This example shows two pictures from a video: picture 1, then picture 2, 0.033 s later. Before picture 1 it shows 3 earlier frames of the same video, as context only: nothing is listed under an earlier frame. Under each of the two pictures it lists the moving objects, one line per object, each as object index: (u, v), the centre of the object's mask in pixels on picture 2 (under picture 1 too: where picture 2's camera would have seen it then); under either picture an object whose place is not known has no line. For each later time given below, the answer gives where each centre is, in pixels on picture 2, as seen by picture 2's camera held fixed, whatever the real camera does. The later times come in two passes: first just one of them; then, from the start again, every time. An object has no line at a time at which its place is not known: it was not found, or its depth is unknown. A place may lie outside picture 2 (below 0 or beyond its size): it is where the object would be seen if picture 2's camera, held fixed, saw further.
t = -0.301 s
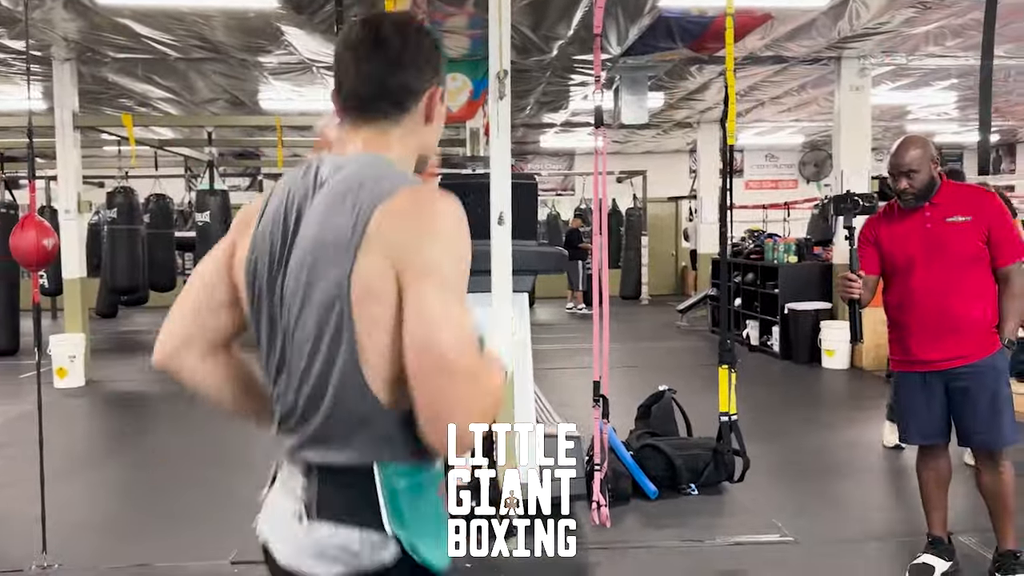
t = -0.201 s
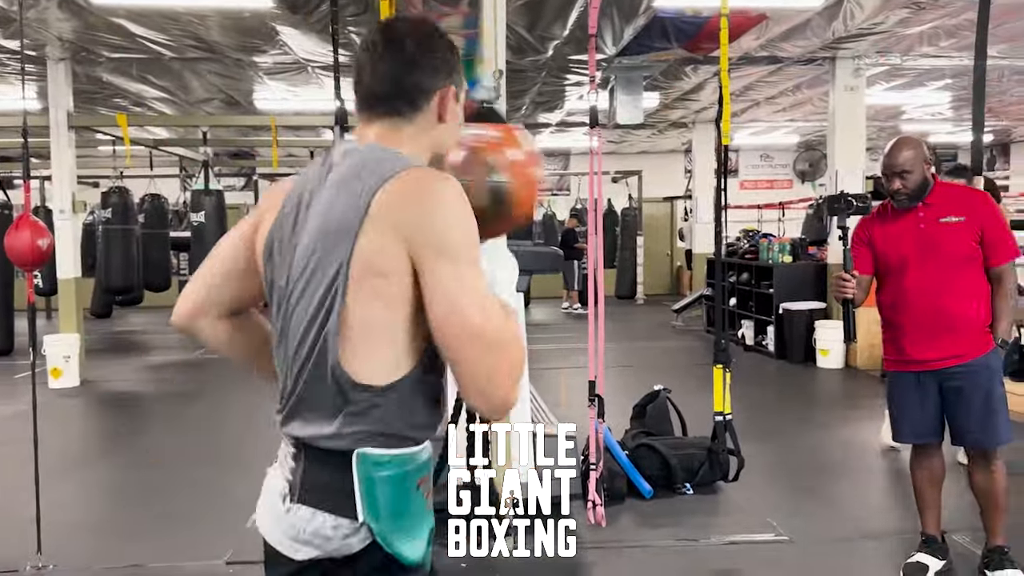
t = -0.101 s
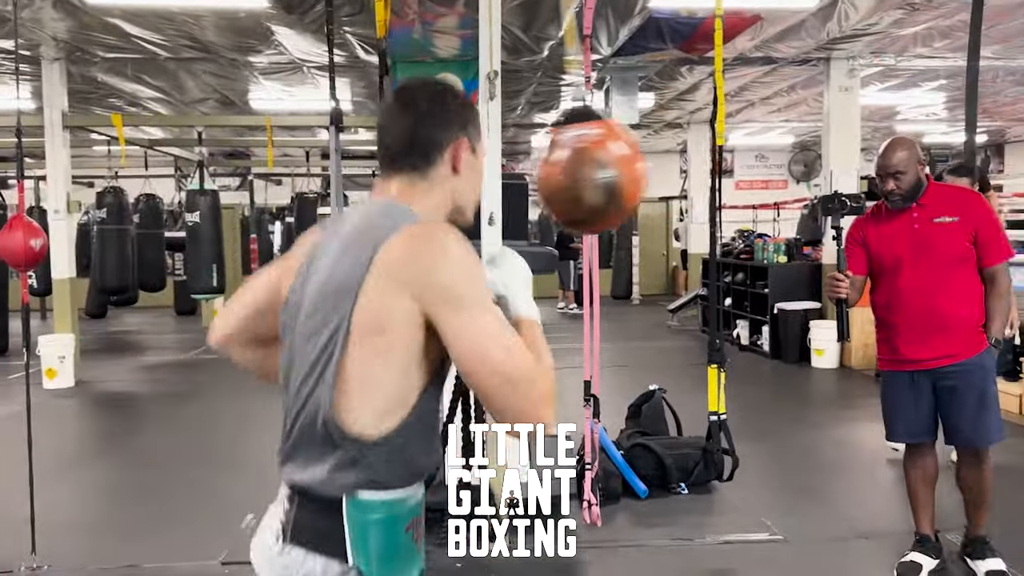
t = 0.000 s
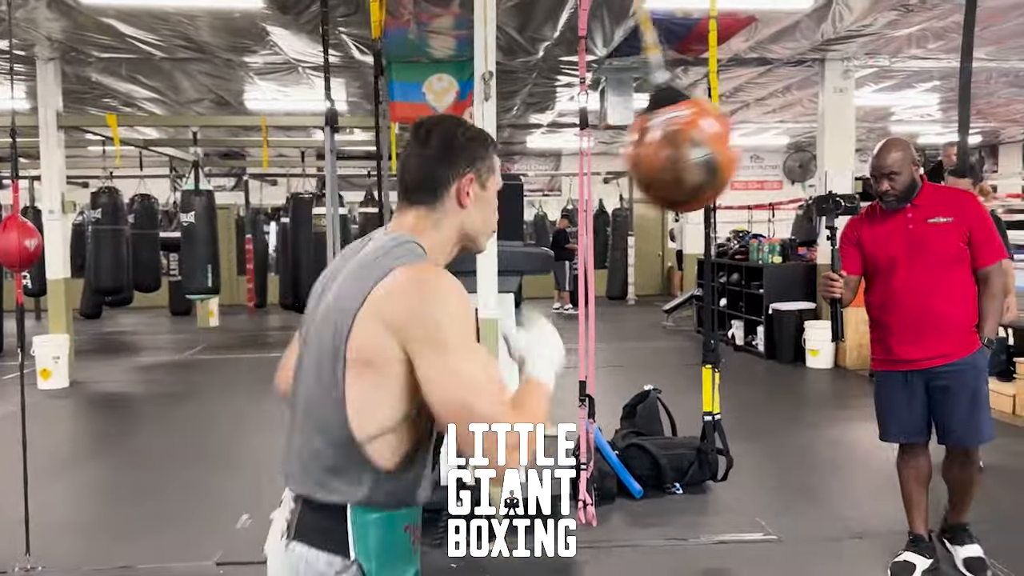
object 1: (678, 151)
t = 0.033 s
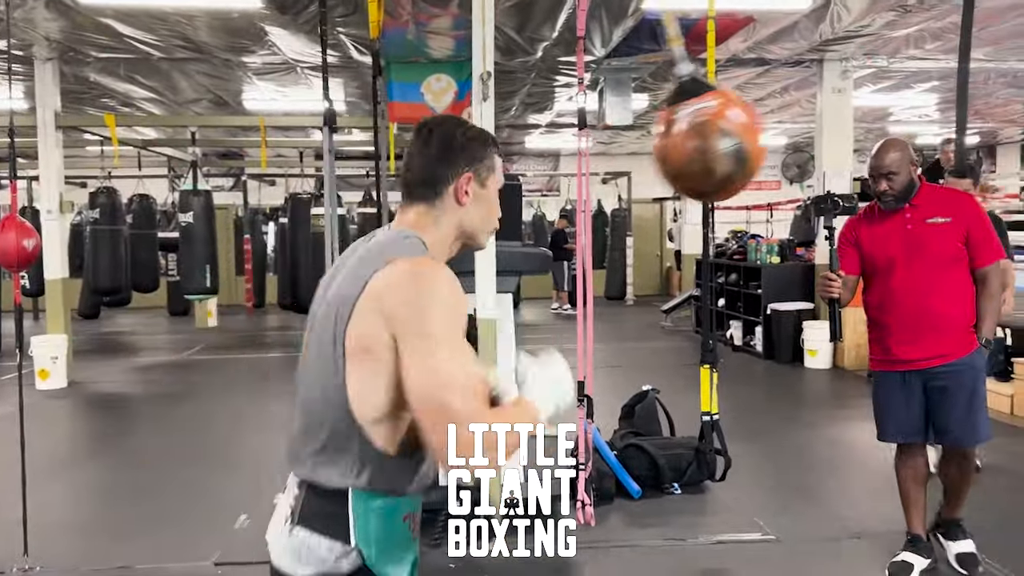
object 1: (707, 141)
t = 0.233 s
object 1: (833, 74)
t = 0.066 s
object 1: (736, 131)
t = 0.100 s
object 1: (759, 119)
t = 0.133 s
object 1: (782, 107)
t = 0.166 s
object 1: (801, 96)
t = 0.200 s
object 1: (818, 85)
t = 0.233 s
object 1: (833, 74)
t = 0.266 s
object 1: (846, 65)
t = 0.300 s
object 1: (856, 56)
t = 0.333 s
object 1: (865, 50)
